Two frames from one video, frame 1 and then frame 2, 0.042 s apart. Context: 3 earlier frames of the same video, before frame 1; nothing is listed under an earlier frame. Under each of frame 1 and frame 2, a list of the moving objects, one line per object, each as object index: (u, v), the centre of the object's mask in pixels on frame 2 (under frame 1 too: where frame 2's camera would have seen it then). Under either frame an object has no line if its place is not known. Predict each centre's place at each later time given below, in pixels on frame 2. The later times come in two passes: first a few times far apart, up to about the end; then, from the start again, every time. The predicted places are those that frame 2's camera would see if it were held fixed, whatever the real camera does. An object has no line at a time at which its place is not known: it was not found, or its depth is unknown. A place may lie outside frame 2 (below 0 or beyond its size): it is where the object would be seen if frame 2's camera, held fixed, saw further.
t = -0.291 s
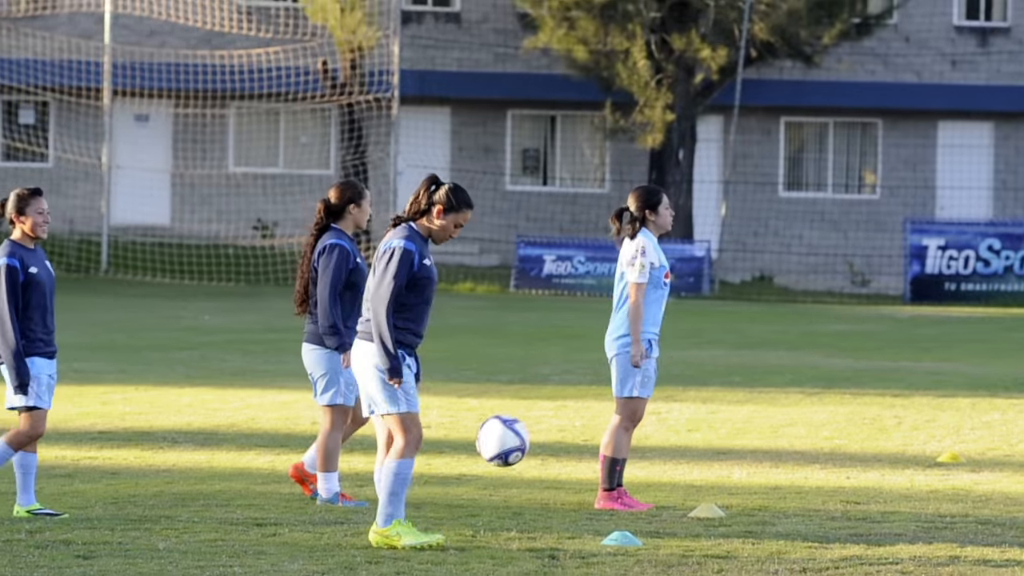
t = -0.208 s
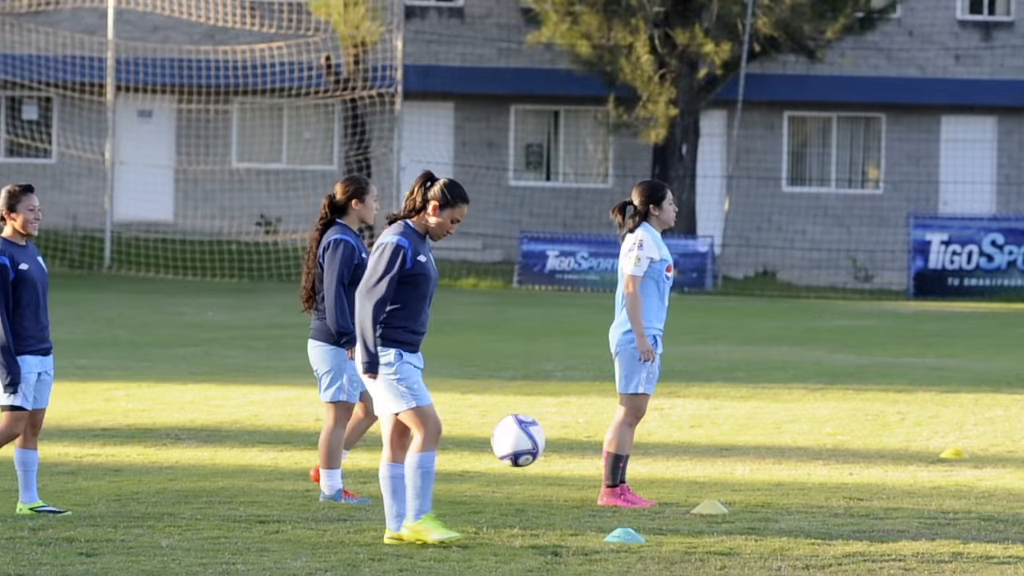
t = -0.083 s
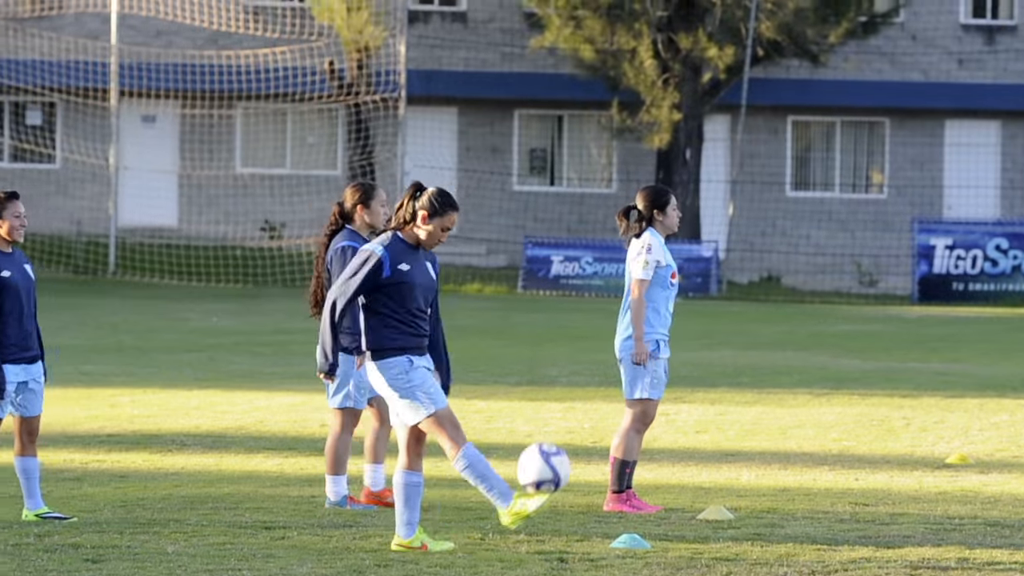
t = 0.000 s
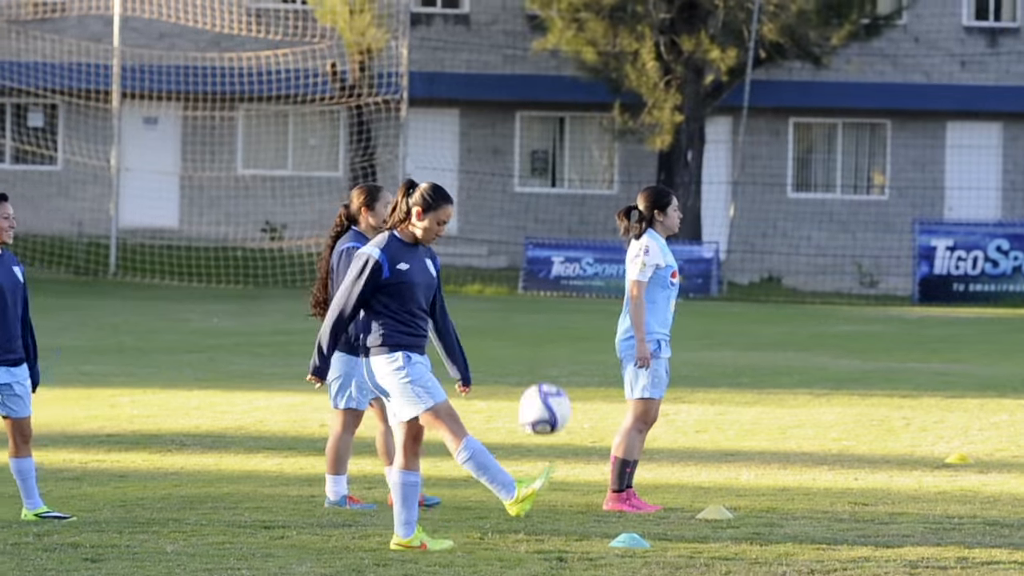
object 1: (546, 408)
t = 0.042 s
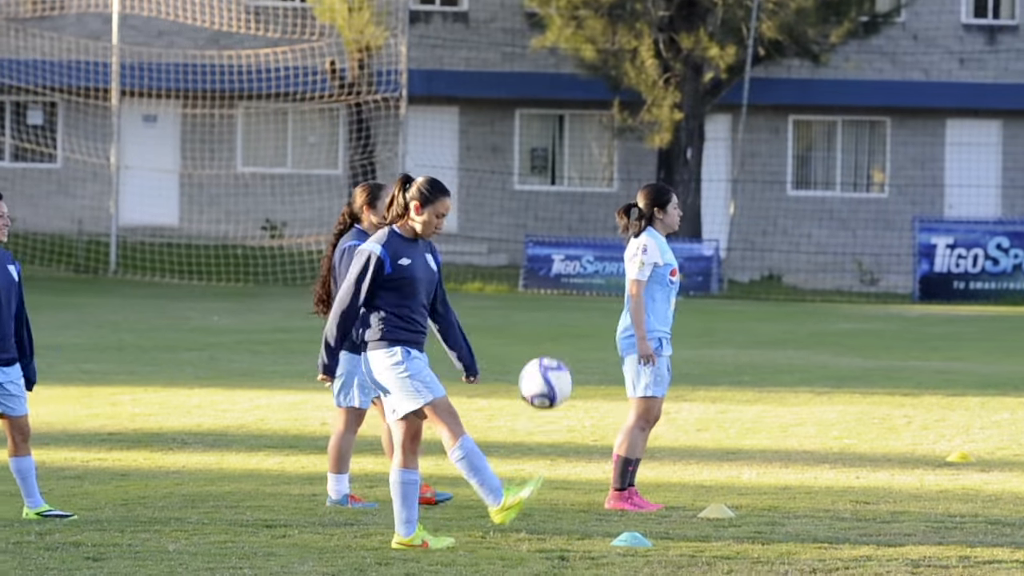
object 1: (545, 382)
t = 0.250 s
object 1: (540, 318)
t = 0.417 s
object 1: (534, 342)
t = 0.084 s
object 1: (544, 361)
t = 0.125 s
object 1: (544, 345)
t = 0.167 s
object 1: (544, 332)
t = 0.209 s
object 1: (542, 323)
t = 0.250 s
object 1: (540, 318)
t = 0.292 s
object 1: (539, 317)
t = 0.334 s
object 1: (537, 321)
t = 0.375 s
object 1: (535, 331)
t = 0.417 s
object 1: (534, 342)
